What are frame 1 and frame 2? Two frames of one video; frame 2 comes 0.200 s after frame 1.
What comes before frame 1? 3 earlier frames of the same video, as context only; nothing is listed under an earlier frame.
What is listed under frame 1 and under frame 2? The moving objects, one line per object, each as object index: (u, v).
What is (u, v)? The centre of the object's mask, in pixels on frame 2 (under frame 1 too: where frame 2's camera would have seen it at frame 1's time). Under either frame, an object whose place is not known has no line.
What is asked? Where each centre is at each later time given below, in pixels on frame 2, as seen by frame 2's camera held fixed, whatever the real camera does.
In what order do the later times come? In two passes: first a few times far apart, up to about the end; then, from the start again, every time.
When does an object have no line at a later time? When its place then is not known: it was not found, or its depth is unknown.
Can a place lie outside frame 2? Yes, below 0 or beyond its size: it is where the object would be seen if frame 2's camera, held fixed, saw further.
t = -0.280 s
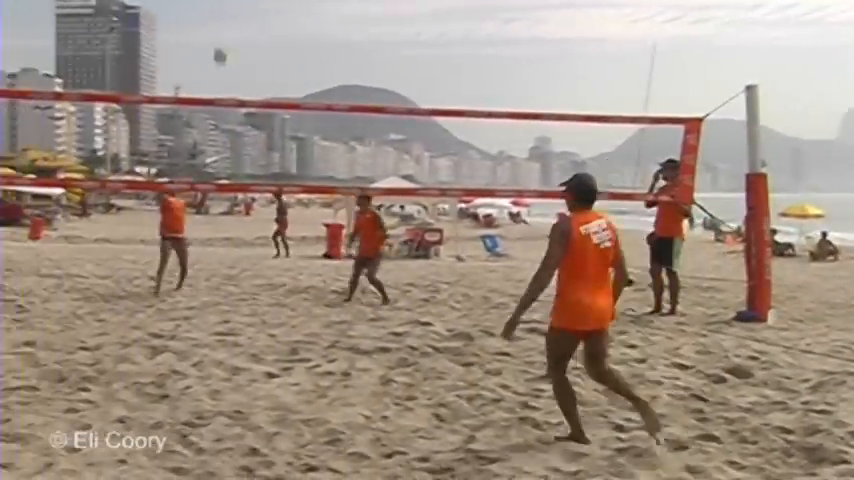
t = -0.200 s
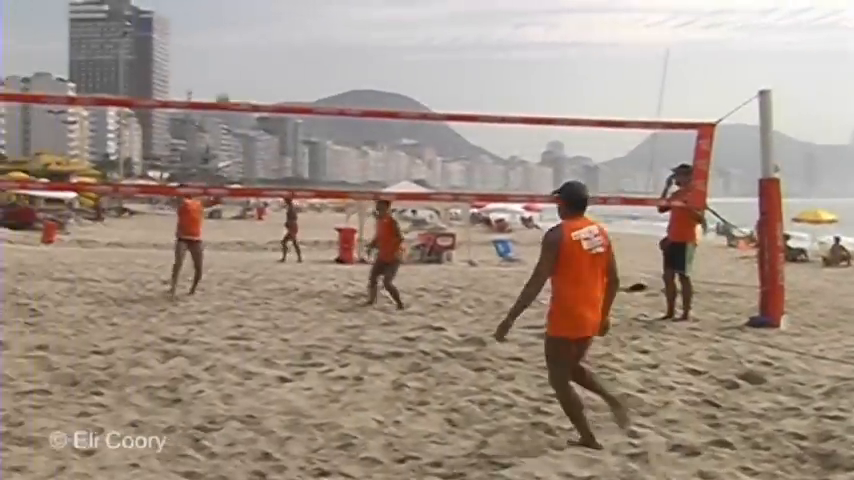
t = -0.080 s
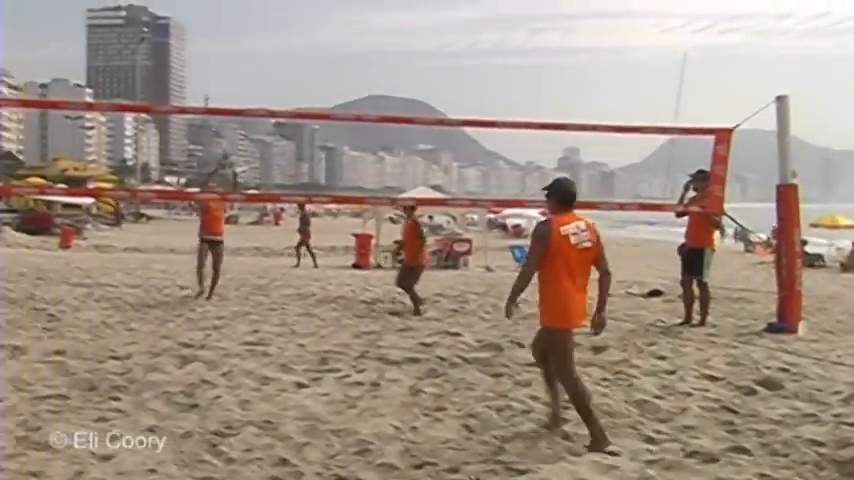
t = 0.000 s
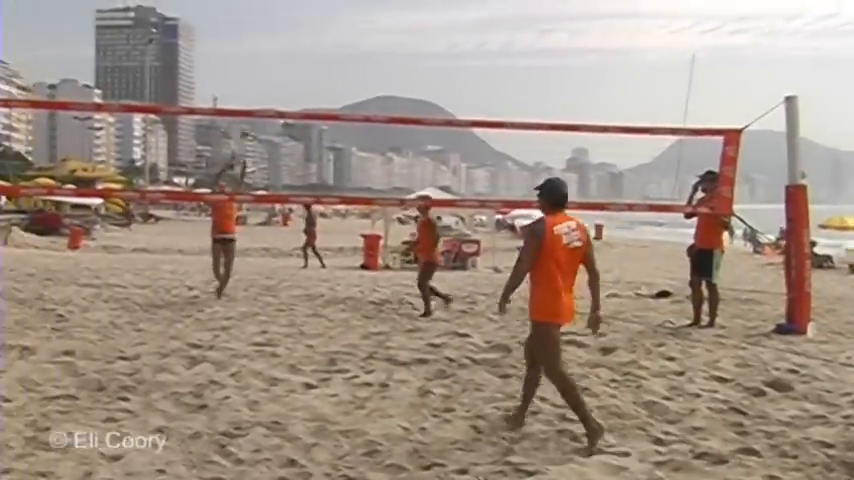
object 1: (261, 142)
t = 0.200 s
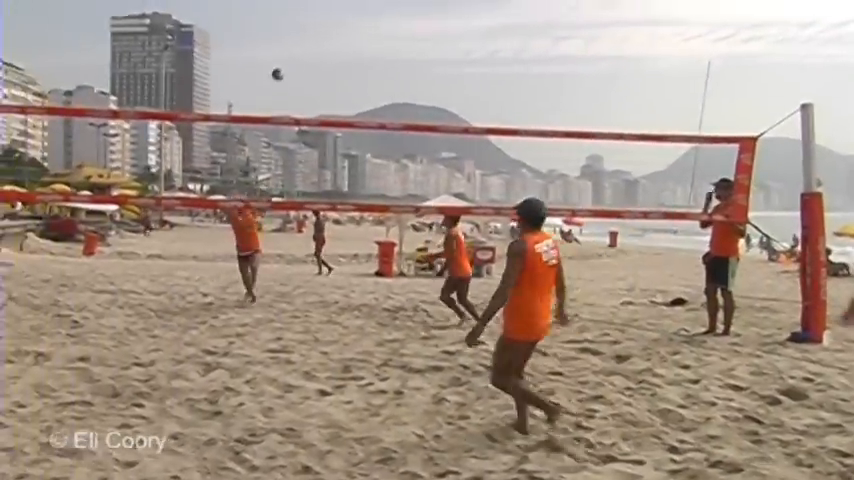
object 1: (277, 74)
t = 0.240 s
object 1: (280, 65)
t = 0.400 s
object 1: (294, 38)
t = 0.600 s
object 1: (306, 27)
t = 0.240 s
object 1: (280, 65)
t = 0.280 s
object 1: (284, 57)
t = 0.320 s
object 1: (287, 50)
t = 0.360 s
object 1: (290, 44)
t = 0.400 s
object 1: (294, 38)
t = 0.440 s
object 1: (297, 33)
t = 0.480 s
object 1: (298, 31)
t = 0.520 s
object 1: (301, 29)
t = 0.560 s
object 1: (304, 27)
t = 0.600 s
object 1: (306, 27)
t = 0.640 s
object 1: (308, 28)
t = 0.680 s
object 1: (311, 29)
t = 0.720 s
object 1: (313, 32)
